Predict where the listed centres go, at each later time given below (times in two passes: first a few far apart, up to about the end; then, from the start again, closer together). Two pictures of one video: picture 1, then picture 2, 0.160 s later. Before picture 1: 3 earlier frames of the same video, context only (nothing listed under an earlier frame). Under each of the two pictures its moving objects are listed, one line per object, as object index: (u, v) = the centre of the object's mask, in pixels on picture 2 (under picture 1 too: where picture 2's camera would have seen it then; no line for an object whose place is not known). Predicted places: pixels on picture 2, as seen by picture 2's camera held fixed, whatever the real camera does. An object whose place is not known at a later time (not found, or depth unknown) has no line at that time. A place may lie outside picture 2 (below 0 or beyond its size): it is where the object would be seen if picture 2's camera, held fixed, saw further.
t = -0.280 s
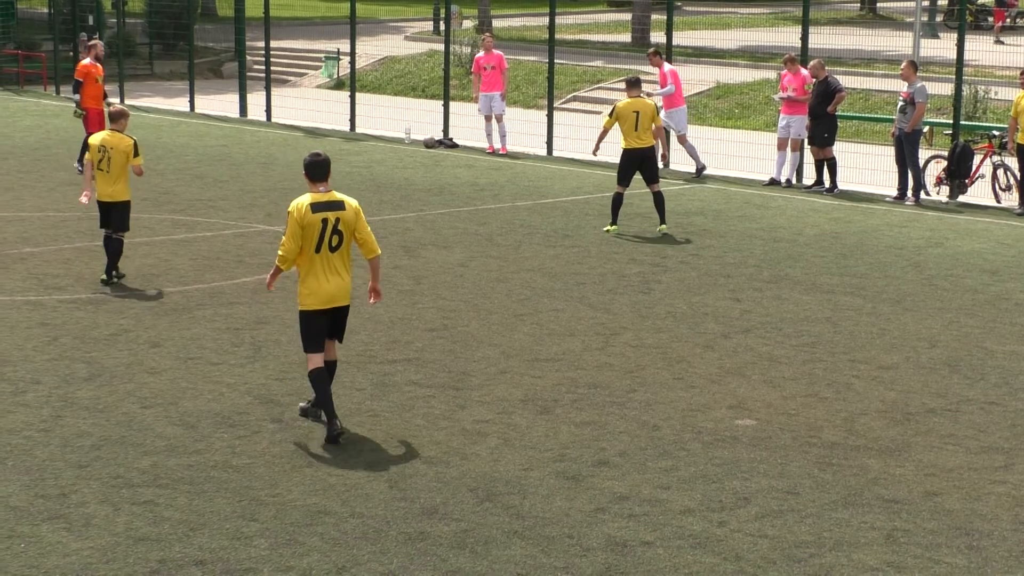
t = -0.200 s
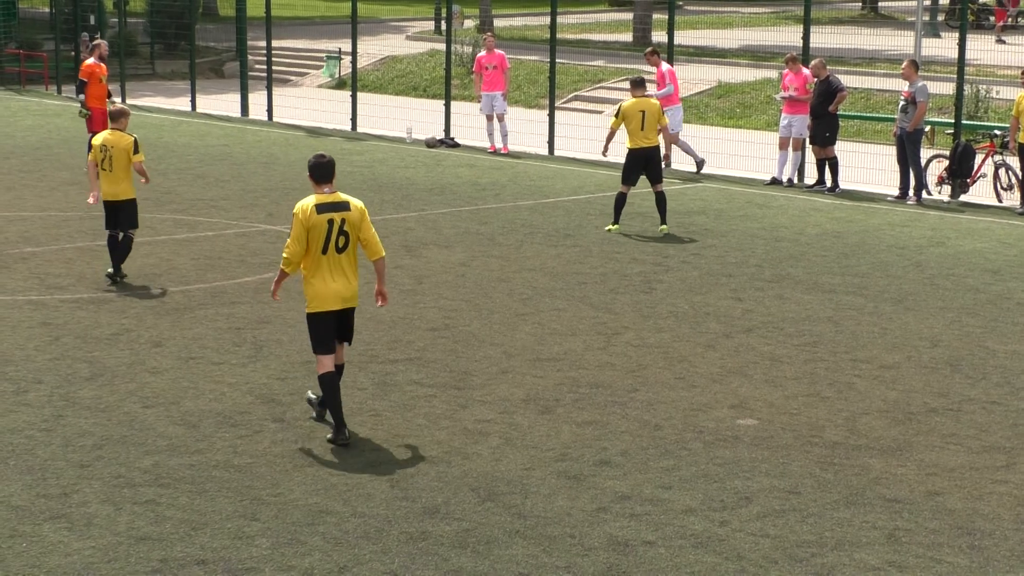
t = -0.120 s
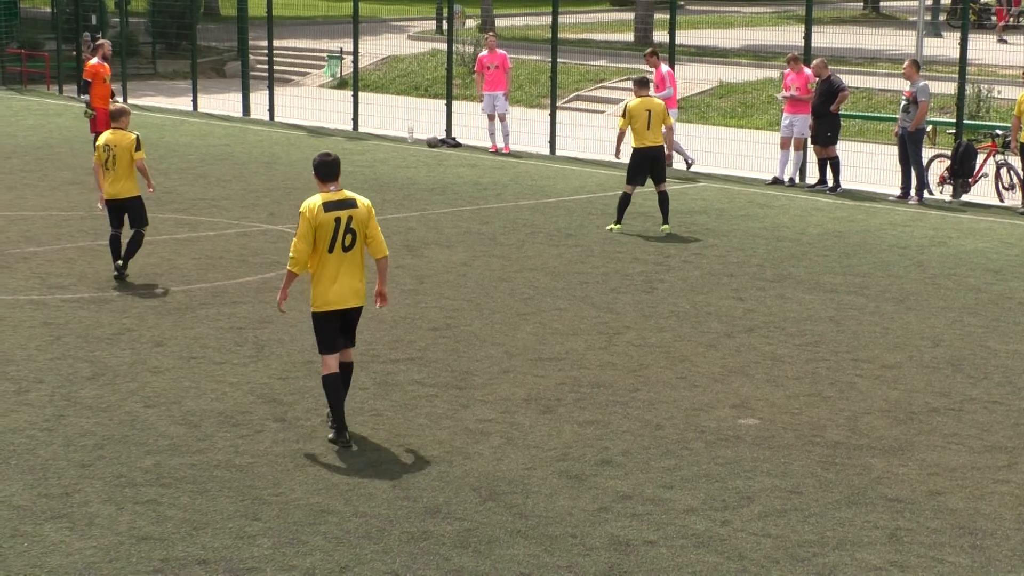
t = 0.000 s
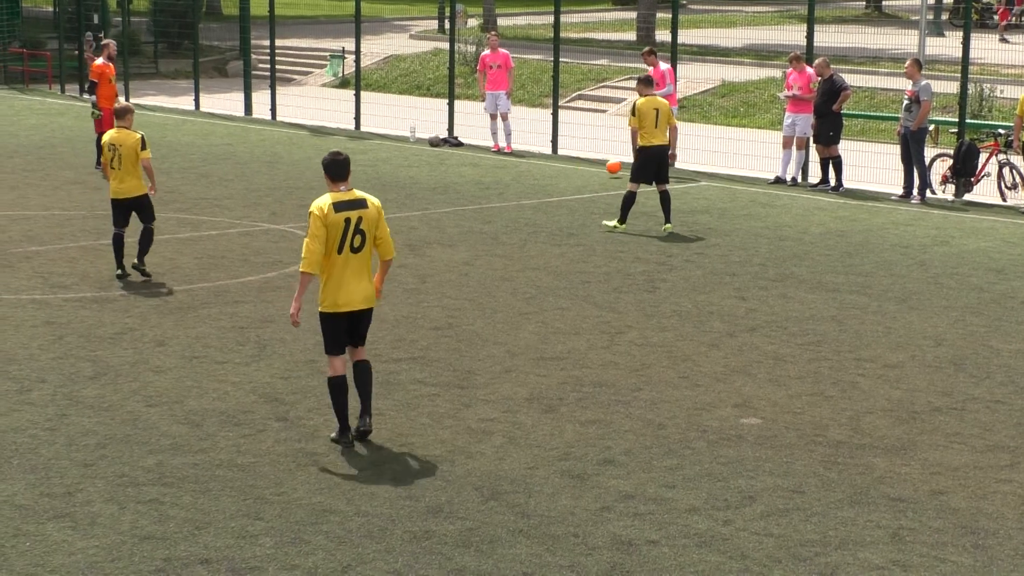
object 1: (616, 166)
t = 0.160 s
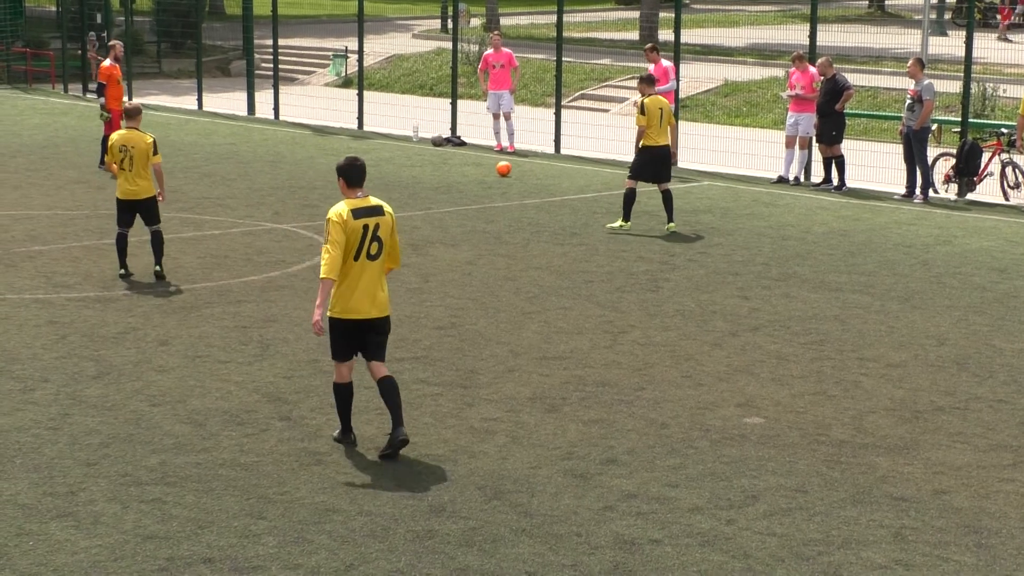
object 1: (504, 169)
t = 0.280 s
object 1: (429, 169)
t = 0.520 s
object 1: (300, 169)
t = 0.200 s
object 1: (478, 169)
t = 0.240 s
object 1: (453, 168)
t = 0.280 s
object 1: (429, 169)
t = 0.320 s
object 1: (405, 169)
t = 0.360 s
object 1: (385, 169)
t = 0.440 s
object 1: (339, 169)
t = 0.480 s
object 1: (319, 169)
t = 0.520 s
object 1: (300, 169)
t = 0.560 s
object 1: (281, 169)
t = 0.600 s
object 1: (262, 169)
